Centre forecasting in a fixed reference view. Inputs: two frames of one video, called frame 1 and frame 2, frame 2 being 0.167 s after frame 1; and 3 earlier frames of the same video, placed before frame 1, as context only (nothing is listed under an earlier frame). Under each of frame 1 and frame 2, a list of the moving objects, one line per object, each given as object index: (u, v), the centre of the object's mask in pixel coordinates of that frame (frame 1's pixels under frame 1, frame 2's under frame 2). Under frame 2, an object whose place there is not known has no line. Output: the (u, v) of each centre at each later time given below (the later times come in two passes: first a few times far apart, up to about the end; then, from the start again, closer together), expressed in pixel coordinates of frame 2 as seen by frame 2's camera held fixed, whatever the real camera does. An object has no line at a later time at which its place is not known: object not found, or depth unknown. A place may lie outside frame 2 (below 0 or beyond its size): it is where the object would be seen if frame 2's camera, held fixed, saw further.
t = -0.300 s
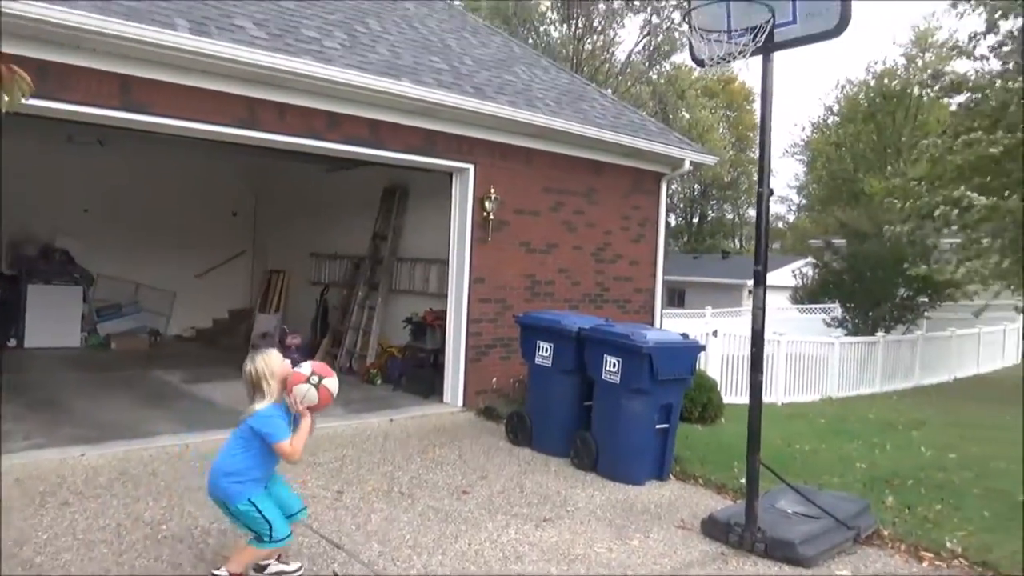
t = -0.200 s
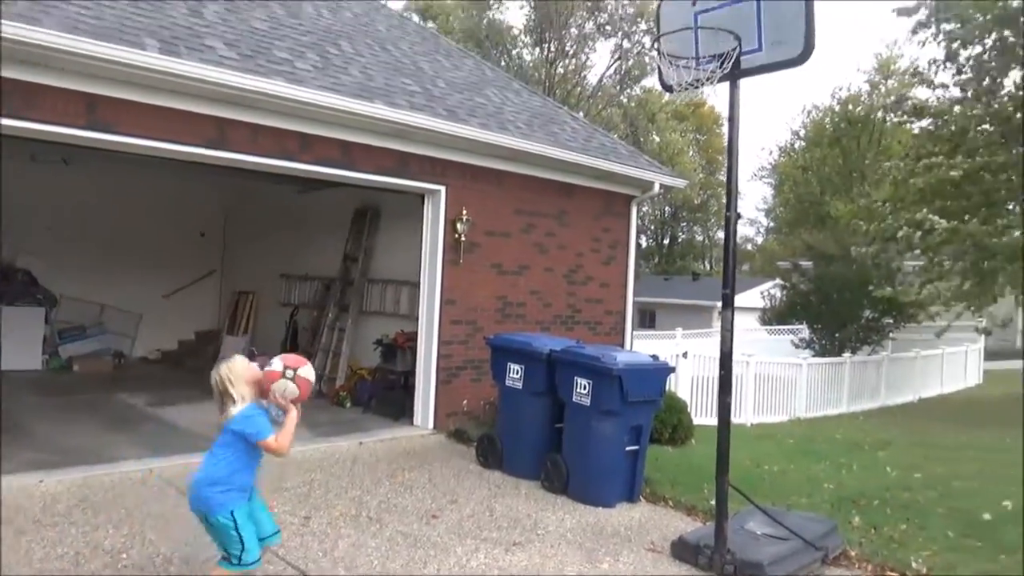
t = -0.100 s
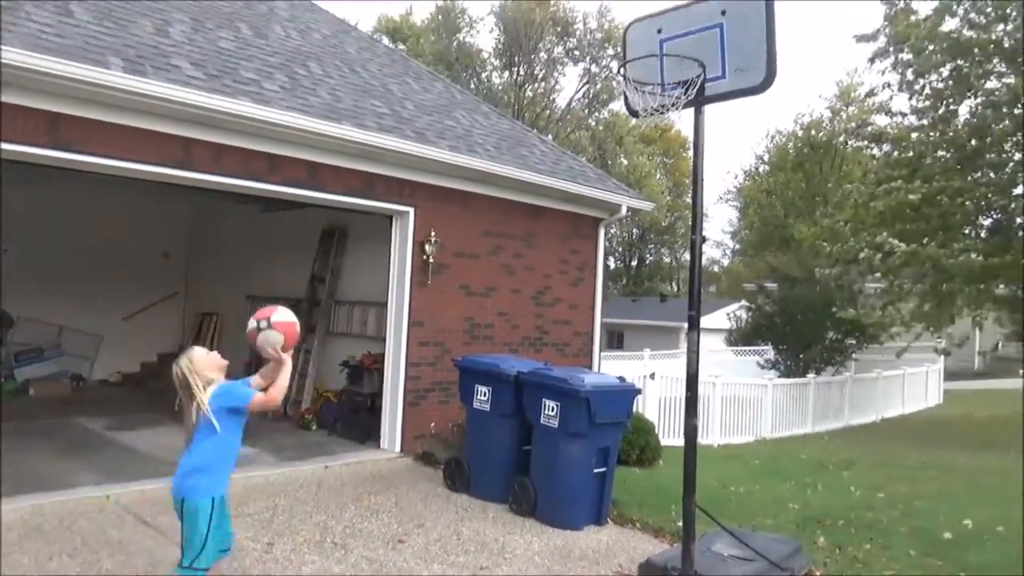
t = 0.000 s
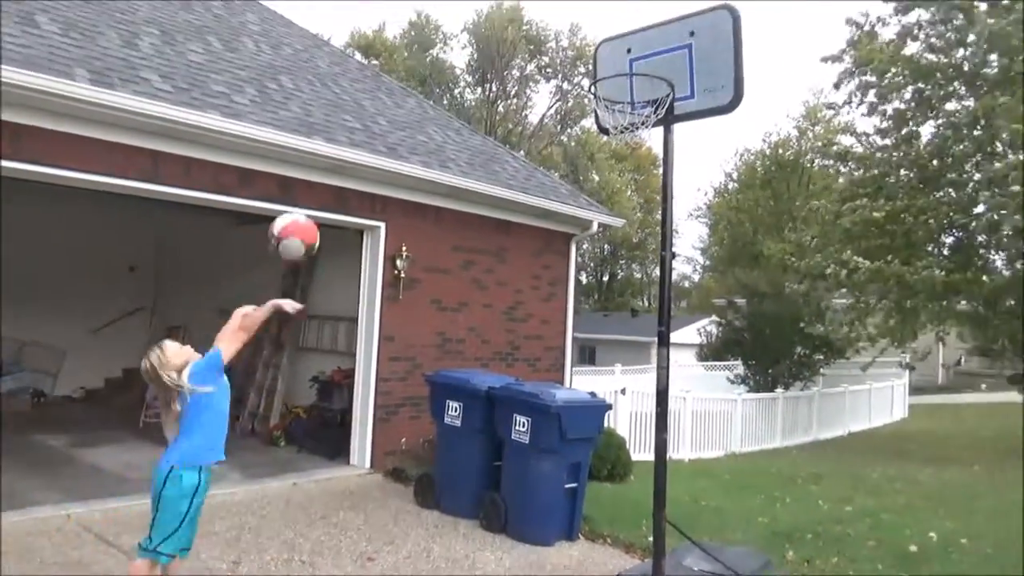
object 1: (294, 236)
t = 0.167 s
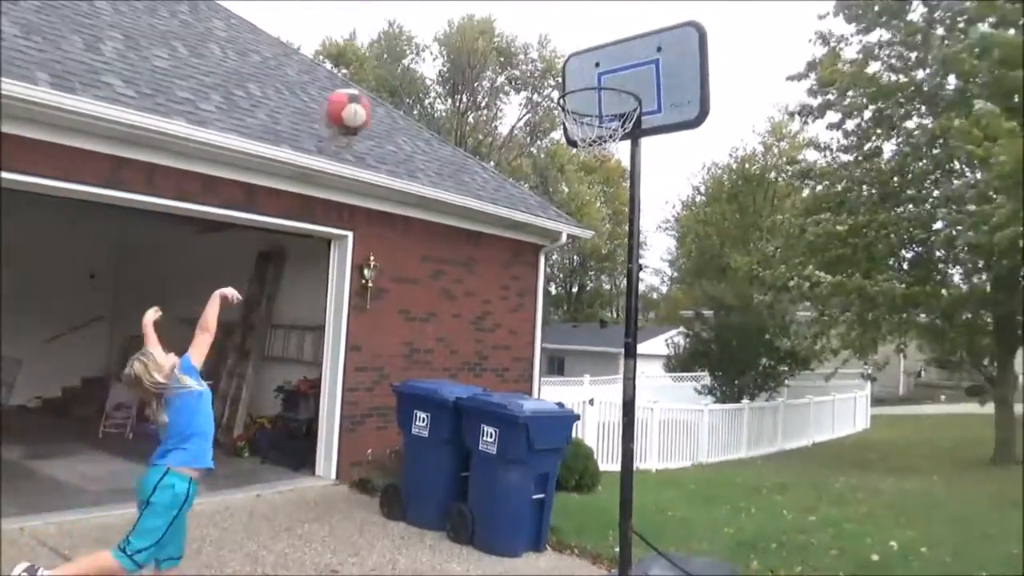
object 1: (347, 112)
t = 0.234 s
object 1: (377, 76)
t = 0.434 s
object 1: (459, 29)
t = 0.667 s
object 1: (536, 55)
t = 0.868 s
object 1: (573, 98)
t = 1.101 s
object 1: (524, 139)
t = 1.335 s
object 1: (474, 263)
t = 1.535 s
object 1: (431, 438)
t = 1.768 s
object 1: (407, 480)
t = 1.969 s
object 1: (415, 353)
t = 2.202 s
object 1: (417, 286)
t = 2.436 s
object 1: (416, 299)
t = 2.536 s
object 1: (416, 327)
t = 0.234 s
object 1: (377, 76)
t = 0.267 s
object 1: (392, 62)
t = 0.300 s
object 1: (407, 53)
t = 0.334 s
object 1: (420, 44)
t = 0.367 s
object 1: (434, 37)
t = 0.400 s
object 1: (447, 32)
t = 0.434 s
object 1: (459, 29)
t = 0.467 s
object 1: (470, 28)
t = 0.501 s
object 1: (483, 29)
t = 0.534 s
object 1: (496, 32)
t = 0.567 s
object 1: (506, 35)
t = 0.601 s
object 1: (518, 42)
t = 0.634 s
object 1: (529, 48)
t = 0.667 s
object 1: (536, 55)
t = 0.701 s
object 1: (547, 67)
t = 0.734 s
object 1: (557, 79)
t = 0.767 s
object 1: (568, 92)
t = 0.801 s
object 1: (573, 100)
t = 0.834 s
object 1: (575, 99)
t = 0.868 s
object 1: (573, 98)
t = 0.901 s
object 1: (565, 99)
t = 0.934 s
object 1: (555, 107)
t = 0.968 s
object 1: (551, 108)
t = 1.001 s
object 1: (546, 115)
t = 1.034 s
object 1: (541, 121)
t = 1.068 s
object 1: (531, 132)
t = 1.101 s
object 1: (524, 139)
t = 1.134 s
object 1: (516, 152)
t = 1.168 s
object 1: (511, 167)
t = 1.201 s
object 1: (503, 184)
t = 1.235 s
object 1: (497, 201)
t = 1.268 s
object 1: (490, 221)
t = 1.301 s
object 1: (482, 241)
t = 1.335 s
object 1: (474, 263)
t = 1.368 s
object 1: (467, 287)
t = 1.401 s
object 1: (461, 313)
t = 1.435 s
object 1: (454, 341)
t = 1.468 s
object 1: (447, 370)
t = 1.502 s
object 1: (438, 403)
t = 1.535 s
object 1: (431, 438)
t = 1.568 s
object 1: (422, 472)
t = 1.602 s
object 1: (416, 509)
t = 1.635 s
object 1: (407, 550)
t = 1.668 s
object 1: (401, 572)
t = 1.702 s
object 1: (403, 534)
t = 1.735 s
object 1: (406, 506)
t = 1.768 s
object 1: (407, 480)
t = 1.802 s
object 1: (408, 454)
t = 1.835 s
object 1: (410, 430)
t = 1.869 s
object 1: (411, 409)
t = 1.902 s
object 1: (411, 389)
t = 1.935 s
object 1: (412, 370)
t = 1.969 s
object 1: (415, 353)
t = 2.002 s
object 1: (415, 337)
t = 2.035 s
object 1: (416, 325)
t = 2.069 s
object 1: (417, 313)
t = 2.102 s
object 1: (417, 303)
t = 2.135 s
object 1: (418, 294)
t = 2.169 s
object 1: (417, 288)
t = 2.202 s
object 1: (417, 286)
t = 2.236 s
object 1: (417, 284)
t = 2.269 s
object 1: (416, 283)
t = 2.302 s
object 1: (417, 283)
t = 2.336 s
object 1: (417, 284)
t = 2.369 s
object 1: (417, 287)
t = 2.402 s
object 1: (417, 291)
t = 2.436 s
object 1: (416, 299)
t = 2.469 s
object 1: (416, 306)
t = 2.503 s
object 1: (416, 316)
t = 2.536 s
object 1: (416, 327)
